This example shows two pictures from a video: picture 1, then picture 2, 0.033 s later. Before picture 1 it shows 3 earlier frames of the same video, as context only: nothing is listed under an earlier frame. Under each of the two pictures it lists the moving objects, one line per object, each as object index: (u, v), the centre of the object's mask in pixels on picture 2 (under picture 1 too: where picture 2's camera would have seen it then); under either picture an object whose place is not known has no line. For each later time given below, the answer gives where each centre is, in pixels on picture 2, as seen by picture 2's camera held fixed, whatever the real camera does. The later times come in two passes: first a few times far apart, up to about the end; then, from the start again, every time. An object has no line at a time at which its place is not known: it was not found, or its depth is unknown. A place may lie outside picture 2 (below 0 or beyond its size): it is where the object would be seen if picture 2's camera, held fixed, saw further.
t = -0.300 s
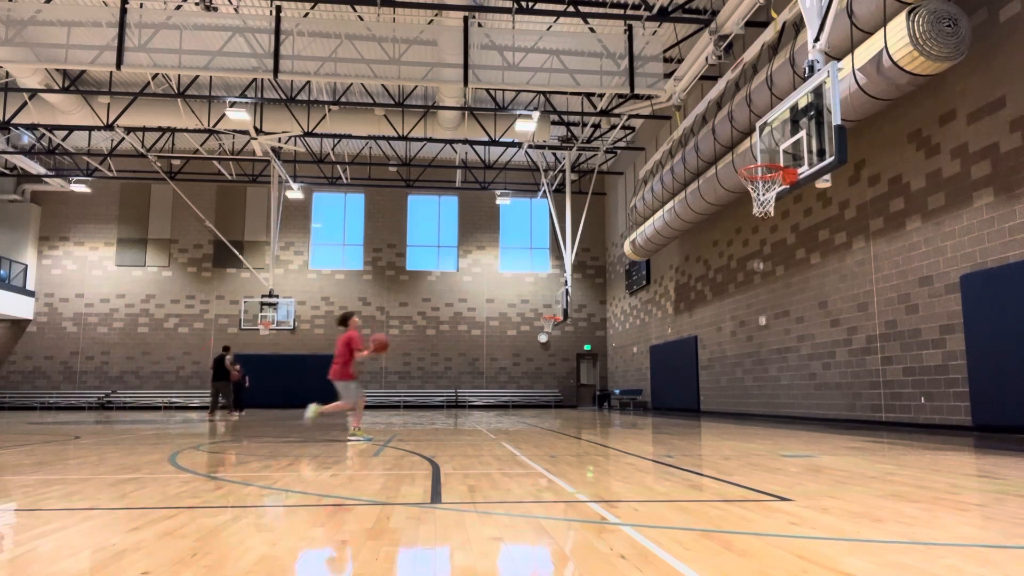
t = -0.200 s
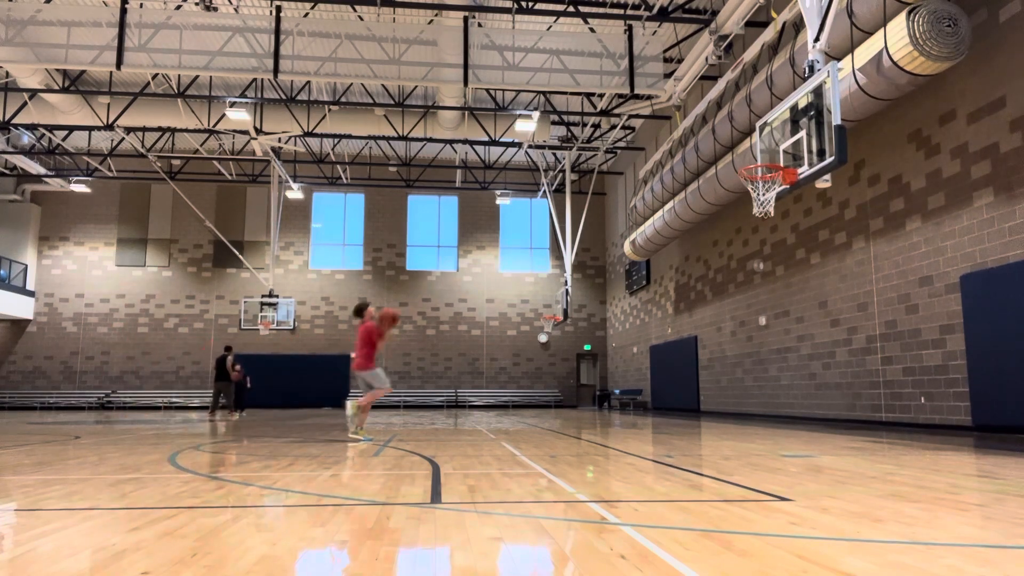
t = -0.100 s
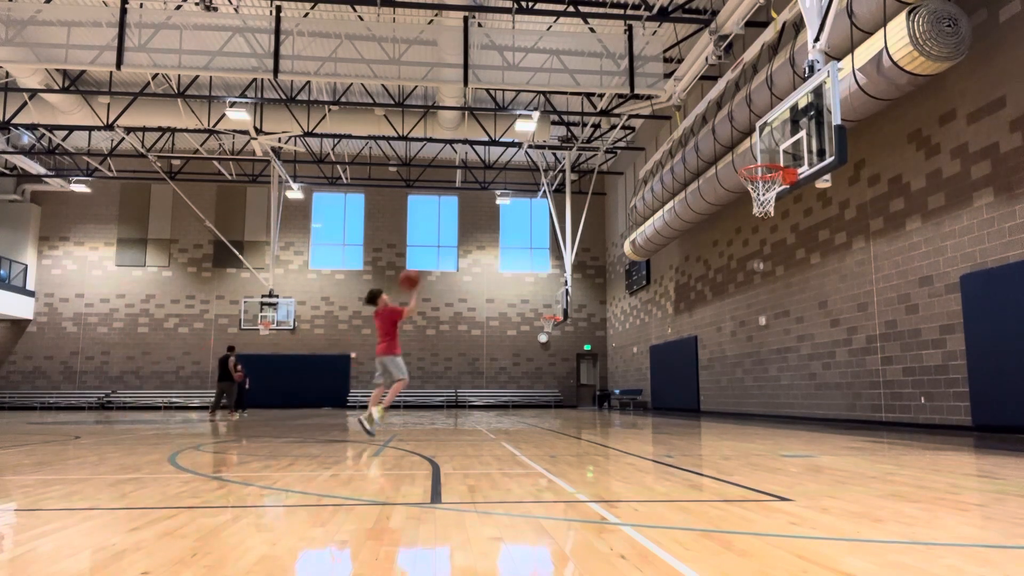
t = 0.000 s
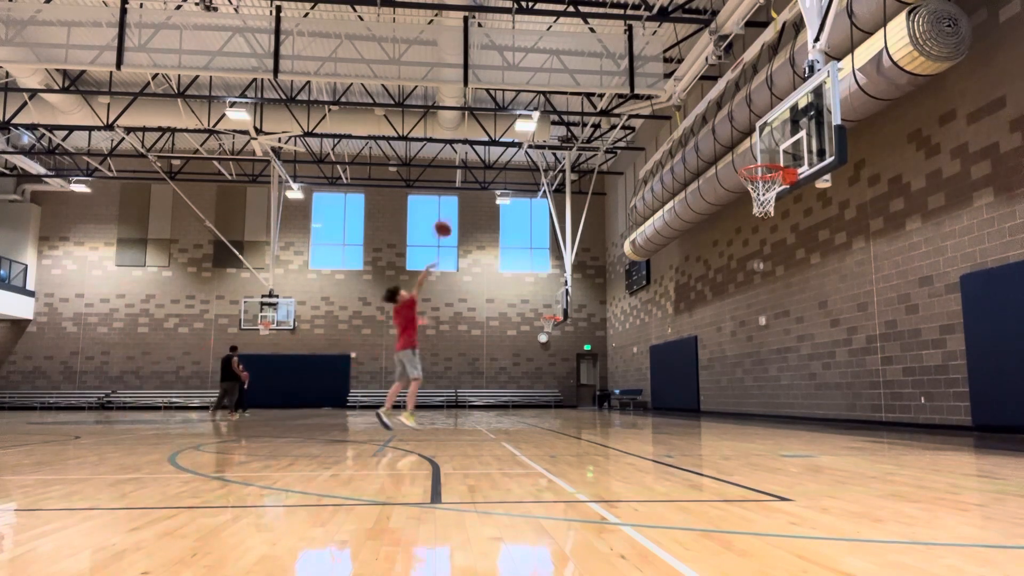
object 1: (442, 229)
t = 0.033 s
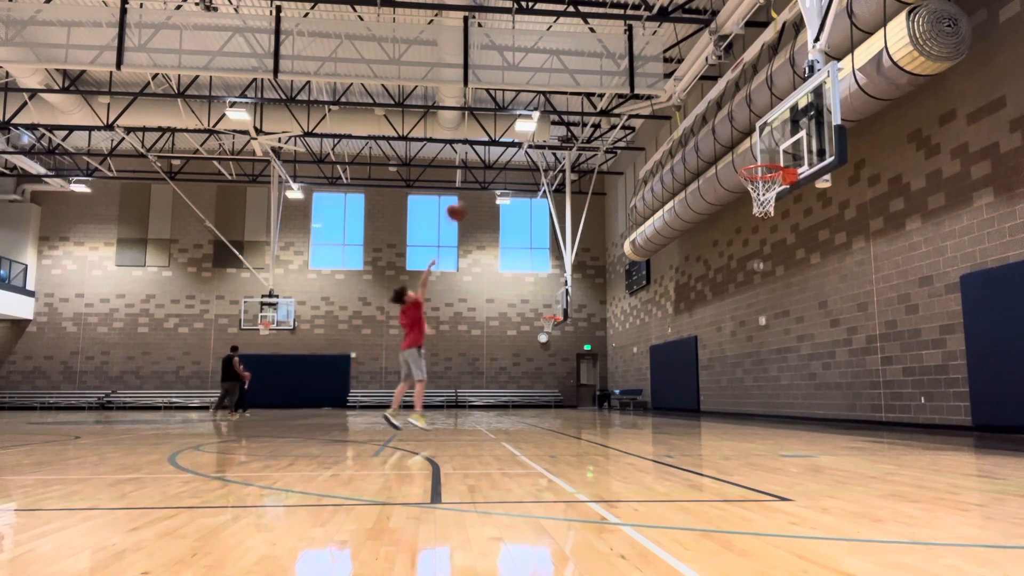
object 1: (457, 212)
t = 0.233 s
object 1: (526, 140)
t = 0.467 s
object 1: (605, 99)
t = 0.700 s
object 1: (683, 102)
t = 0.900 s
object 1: (749, 137)
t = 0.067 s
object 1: (468, 197)
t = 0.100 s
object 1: (479, 184)
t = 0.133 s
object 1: (492, 172)
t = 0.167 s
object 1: (503, 161)
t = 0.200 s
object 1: (514, 150)
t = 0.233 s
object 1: (526, 140)
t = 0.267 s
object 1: (538, 132)
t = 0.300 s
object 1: (548, 124)
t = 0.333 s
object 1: (561, 117)
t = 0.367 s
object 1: (572, 111)
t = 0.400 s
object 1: (582, 106)
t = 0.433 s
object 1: (594, 102)
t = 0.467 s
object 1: (605, 99)
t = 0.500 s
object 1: (616, 97)
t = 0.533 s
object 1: (628, 95)
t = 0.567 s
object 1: (638, 95)
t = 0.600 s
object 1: (649, 95)
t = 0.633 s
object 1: (660, 96)
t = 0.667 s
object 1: (672, 99)
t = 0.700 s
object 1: (683, 102)
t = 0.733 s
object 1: (694, 105)
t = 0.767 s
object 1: (706, 110)
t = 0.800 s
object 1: (716, 115)
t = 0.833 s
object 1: (727, 121)
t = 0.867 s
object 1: (739, 129)
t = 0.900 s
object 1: (749, 137)
